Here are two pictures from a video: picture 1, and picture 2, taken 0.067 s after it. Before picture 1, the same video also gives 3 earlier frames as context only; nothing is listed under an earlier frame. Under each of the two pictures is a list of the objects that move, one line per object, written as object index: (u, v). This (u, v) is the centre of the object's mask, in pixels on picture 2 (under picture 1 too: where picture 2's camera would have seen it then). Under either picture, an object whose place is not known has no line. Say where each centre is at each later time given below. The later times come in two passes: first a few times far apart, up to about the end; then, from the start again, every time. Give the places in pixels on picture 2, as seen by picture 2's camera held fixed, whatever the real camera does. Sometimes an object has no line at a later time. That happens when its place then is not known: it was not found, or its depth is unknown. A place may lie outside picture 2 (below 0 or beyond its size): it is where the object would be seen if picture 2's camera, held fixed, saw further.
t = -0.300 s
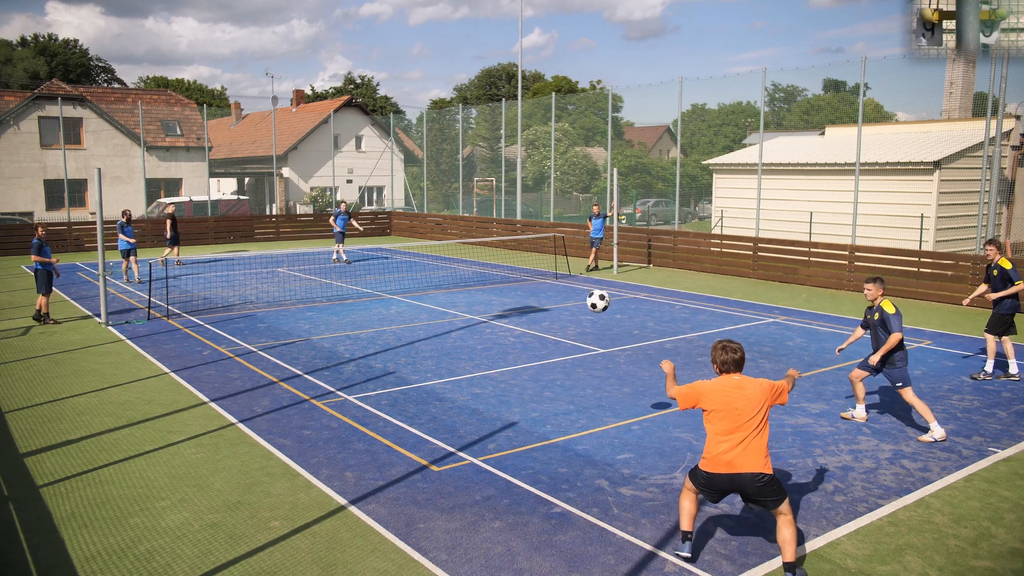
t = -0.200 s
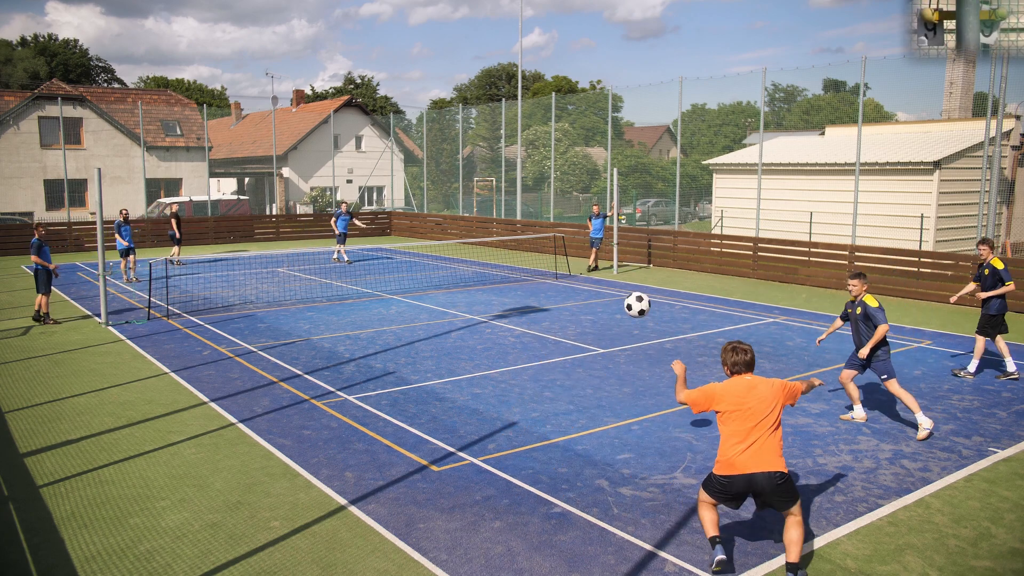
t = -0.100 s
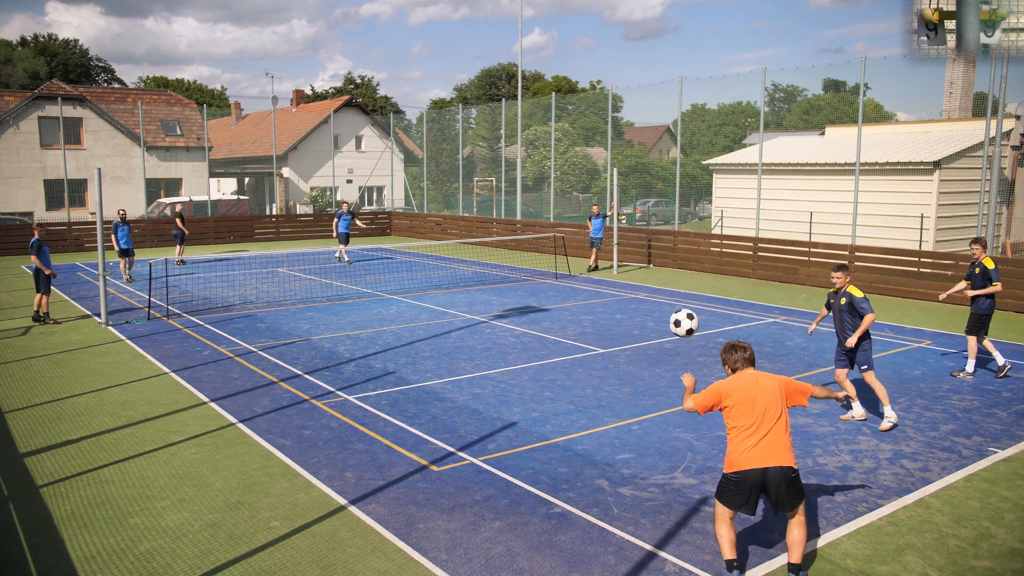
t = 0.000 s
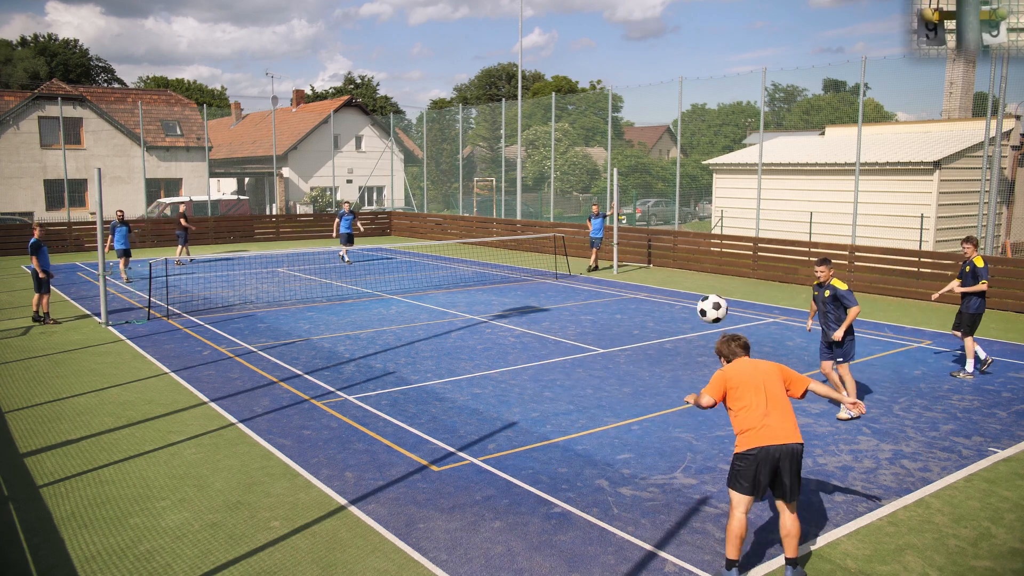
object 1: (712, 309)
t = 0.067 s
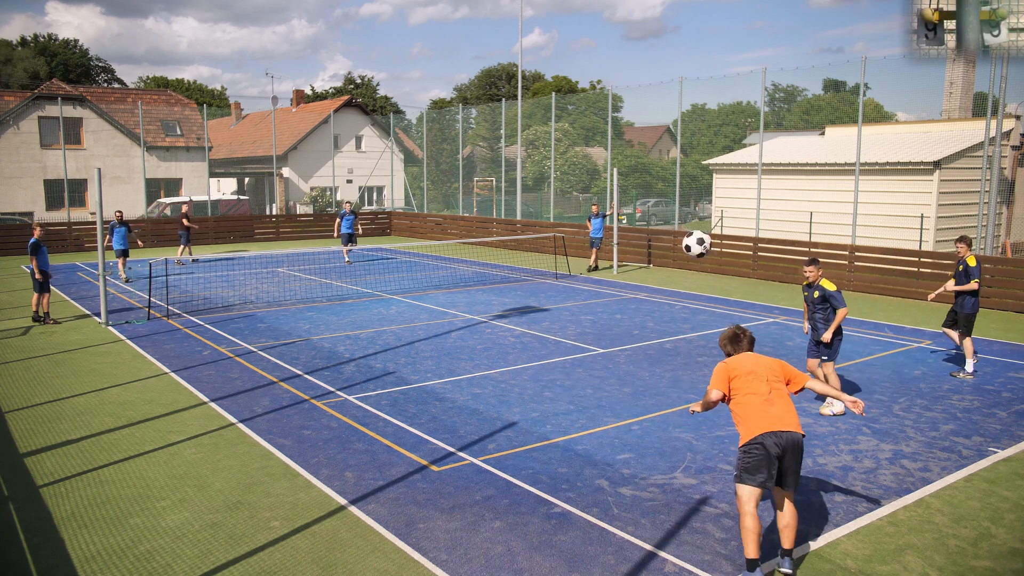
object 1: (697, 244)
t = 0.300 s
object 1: (653, 94)
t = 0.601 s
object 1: (612, 25)
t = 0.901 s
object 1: (584, 44)
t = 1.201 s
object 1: (562, 119)
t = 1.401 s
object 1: (552, 191)
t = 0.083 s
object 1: (693, 230)
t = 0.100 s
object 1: (690, 216)
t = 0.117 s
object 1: (686, 202)
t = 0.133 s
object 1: (683, 190)
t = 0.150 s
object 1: (679, 178)
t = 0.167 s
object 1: (676, 167)
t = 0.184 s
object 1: (673, 156)
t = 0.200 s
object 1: (670, 146)
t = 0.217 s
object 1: (666, 136)
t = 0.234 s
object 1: (663, 126)
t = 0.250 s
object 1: (661, 118)
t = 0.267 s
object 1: (658, 110)
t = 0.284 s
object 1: (655, 102)
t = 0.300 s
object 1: (653, 94)
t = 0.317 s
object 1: (650, 87)
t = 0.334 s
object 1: (647, 81)
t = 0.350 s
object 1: (645, 75)
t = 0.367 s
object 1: (642, 69)
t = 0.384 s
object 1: (640, 64)
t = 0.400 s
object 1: (637, 59)
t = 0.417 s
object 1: (635, 54)
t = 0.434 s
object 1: (633, 50)
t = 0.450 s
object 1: (631, 46)
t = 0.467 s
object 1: (628, 42)
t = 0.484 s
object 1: (626, 39)
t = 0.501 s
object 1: (624, 36)
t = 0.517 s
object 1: (622, 34)
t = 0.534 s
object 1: (620, 31)
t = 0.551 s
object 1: (618, 29)
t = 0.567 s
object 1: (616, 28)
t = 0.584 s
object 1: (614, 26)
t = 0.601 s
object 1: (612, 25)
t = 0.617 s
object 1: (610, 24)
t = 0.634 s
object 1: (608, 23)
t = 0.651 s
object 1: (607, 23)
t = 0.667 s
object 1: (605, 23)
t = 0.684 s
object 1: (603, 23)
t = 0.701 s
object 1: (602, 23)
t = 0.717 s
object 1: (600, 24)
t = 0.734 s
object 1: (598, 25)
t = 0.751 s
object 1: (597, 26)
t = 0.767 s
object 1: (595, 27)
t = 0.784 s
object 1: (594, 28)
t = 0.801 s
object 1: (592, 30)
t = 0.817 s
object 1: (591, 32)
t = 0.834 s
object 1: (589, 34)
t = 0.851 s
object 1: (588, 36)
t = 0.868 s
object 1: (586, 38)
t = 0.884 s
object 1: (585, 41)
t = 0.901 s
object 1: (584, 44)
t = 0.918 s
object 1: (582, 47)
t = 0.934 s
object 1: (581, 50)
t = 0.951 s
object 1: (579, 53)
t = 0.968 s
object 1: (578, 57)
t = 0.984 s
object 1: (577, 60)
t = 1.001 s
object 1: (576, 64)
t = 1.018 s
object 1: (575, 68)
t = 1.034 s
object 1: (574, 72)
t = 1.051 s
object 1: (572, 76)
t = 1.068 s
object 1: (571, 80)
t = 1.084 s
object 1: (570, 85)
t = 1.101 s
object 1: (569, 89)
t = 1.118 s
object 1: (568, 94)
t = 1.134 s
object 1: (567, 99)
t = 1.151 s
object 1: (565, 104)
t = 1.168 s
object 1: (564, 109)
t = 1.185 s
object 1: (563, 114)
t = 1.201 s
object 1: (562, 119)
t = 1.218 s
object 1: (561, 125)
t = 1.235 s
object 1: (561, 130)
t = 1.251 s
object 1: (560, 136)
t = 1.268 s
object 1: (559, 142)
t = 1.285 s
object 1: (558, 147)
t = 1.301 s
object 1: (557, 154)
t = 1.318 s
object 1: (556, 160)
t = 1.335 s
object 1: (555, 166)
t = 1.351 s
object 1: (554, 172)
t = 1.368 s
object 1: (553, 178)
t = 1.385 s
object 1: (553, 185)
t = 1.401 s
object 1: (552, 191)
